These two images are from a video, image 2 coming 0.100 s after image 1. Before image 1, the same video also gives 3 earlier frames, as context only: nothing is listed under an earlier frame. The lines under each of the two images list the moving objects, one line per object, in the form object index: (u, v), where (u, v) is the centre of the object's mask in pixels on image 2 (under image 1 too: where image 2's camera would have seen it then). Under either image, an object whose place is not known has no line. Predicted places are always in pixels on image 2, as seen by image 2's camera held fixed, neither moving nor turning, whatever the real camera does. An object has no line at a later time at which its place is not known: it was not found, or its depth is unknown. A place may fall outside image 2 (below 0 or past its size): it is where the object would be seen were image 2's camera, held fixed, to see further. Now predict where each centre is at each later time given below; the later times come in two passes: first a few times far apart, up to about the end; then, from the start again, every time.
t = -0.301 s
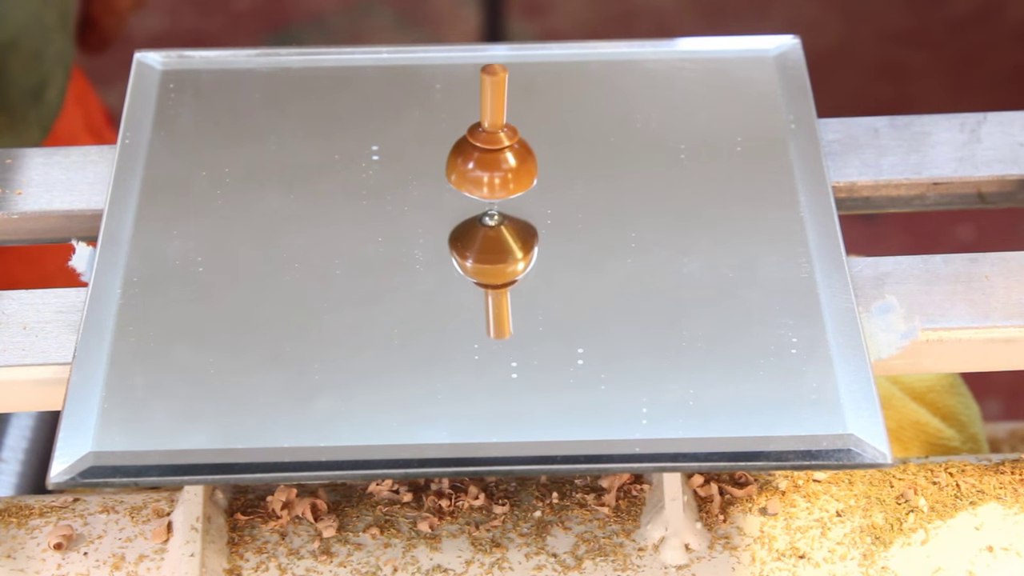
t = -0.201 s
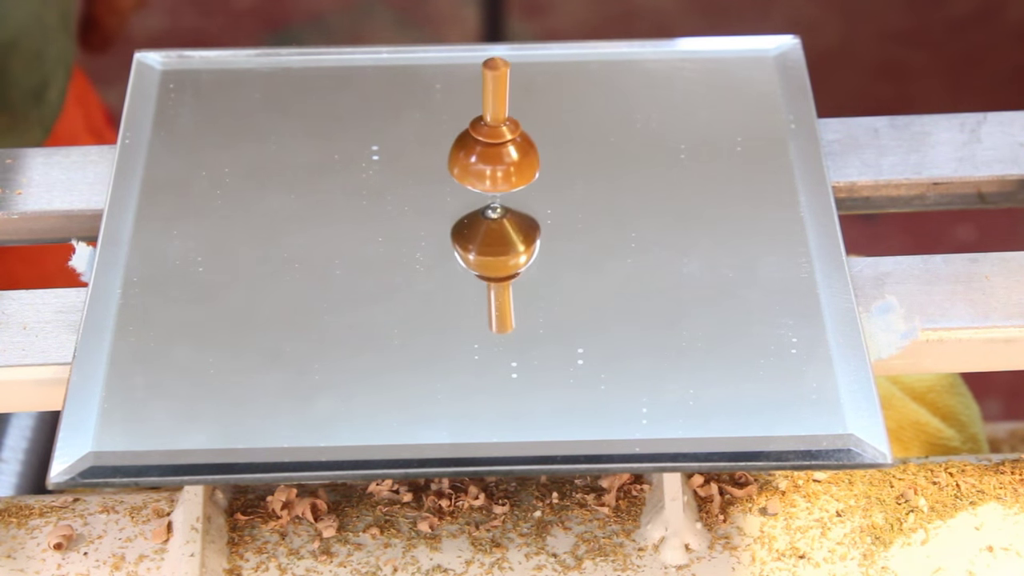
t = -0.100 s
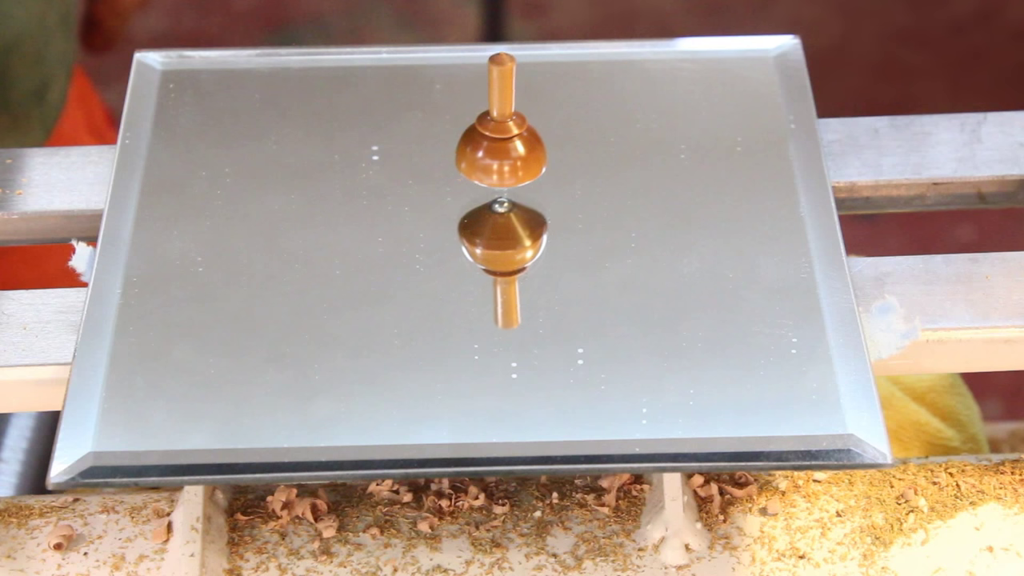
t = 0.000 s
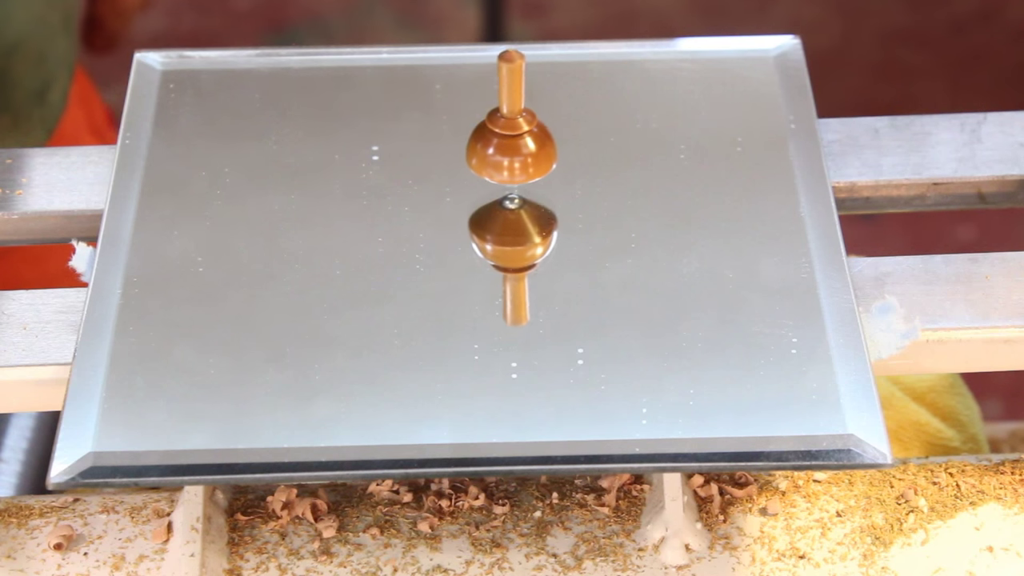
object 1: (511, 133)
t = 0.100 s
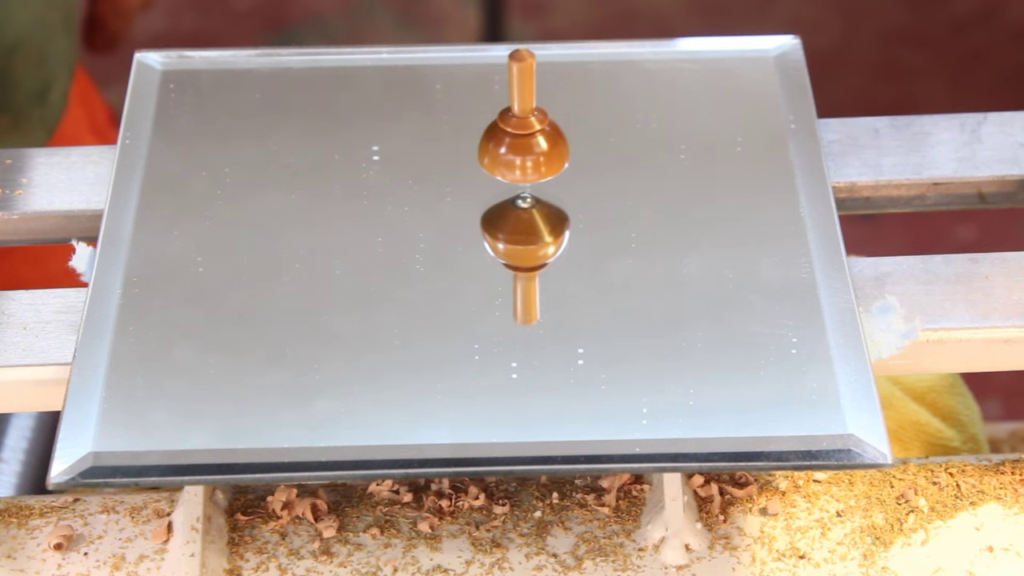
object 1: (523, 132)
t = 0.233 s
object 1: (538, 135)
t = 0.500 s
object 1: (553, 151)
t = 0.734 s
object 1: (538, 167)
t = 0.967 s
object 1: (508, 172)
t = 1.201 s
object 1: (483, 163)
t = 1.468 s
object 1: (482, 147)
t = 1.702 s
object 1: (504, 141)
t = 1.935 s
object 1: (527, 147)
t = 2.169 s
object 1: (532, 162)
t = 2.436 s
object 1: (510, 176)
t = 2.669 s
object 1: (481, 176)
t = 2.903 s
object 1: (465, 166)
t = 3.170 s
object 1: (475, 153)
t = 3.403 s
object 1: (497, 152)
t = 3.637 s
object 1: (511, 162)
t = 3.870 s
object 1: (505, 176)
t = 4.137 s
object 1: (476, 184)
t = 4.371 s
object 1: (453, 179)
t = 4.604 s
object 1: (448, 168)
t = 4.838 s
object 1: (463, 161)
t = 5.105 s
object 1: (484, 166)
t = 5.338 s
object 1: (486, 179)
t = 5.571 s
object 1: (470, 190)
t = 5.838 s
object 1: (442, 190)
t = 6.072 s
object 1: (432, 180)
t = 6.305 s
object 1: (441, 172)
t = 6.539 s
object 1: (459, 173)
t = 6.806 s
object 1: (468, 184)
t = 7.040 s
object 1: (456, 195)
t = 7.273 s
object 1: (434, 198)
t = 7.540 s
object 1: (419, 190)
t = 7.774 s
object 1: (423, 182)
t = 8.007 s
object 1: (437, 181)
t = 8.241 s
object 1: (446, 188)
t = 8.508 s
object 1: (438, 200)
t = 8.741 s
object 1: (421, 205)
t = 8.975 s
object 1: (408, 201)
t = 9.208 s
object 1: (409, 195)
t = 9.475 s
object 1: (420, 194)
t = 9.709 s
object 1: (425, 200)
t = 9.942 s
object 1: (418, 208)
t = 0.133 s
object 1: (527, 132)
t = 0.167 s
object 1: (531, 133)
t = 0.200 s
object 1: (535, 134)
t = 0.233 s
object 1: (538, 135)
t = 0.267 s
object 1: (541, 136)
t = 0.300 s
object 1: (545, 138)
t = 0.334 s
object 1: (547, 140)
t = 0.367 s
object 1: (549, 142)
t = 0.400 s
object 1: (551, 144)
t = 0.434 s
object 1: (552, 146)
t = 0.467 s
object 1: (553, 149)
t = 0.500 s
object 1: (553, 151)
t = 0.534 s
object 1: (552, 154)
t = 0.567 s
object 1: (551, 156)
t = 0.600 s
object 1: (550, 158)
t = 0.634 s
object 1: (548, 161)
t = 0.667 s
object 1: (545, 163)
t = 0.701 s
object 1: (542, 165)
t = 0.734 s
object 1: (538, 167)
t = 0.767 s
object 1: (535, 168)
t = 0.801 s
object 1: (531, 169)
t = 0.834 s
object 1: (526, 170)
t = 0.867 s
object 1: (522, 171)
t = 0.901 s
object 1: (517, 171)
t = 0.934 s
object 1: (513, 172)
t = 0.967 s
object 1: (508, 172)
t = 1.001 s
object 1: (503, 171)
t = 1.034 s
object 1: (499, 170)
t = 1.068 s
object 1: (495, 169)
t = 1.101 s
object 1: (492, 168)
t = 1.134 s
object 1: (488, 167)
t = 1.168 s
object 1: (485, 165)
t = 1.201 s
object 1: (483, 163)
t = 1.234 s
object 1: (481, 161)
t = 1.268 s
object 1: (480, 159)
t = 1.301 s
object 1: (479, 157)
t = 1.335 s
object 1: (478, 155)
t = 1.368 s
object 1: (479, 153)
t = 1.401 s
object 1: (480, 151)
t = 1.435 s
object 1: (481, 149)
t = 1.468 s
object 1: (482, 147)
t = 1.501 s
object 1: (485, 146)
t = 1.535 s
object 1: (487, 144)
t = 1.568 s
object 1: (490, 143)
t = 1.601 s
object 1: (493, 142)
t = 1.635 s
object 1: (497, 141)
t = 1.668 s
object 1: (500, 141)
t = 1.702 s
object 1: (504, 141)
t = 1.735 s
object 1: (508, 141)
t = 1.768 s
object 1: (511, 141)
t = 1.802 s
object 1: (515, 142)
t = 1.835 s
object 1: (518, 143)
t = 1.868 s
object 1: (521, 144)
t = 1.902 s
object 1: (524, 145)
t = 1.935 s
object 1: (527, 147)
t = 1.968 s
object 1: (529, 148)
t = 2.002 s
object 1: (531, 150)
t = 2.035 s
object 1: (532, 152)
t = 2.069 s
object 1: (533, 154)
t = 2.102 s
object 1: (533, 157)
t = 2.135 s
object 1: (533, 159)
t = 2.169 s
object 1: (532, 162)
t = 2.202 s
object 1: (531, 164)
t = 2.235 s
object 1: (529, 166)
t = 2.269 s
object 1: (527, 168)
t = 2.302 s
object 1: (524, 170)
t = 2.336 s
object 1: (521, 172)
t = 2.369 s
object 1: (518, 173)
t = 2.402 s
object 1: (514, 175)
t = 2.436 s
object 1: (510, 176)
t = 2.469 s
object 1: (506, 177)
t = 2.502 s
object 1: (502, 177)
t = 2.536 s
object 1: (497, 178)
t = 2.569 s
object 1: (493, 178)
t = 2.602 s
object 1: (489, 177)
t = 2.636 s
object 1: (485, 177)
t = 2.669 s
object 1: (481, 176)
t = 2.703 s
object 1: (478, 175)
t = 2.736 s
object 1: (475, 174)
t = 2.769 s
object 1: (472, 172)
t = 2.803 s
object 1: (469, 171)
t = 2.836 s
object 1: (468, 169)
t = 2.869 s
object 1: (466, 167)
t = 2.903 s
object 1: (465, 166)
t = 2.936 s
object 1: (465, 164)
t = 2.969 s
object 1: (465, 162)
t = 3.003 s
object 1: (465, 160)
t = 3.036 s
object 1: (467, 158)
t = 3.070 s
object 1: (468, 157)
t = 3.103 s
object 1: (470, 155)
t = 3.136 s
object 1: (472, 154)
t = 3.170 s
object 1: (475, 153)
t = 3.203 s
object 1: (478, 152)
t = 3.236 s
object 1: (481, 152)
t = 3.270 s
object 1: (484, 151)
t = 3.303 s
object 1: (487, 151)
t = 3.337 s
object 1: (491, 151)
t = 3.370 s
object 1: (494, 151)
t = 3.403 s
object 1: (497, 152)
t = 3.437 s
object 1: (500, 153)
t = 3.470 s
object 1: (503, 154)
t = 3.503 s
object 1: (505, 156)
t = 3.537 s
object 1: (507, 157)
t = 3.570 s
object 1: (509, 159)
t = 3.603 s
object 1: (510, 160)
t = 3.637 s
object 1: (511, 162)
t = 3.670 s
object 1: (512, 164)
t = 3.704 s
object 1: (512, 167)
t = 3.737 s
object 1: (511, 169)
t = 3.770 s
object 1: (510, 171)
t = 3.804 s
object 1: (509, 173)
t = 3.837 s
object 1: (507, 175)
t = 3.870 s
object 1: (505, 176)
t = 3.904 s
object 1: (502, 178)
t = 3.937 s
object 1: (499, 180)
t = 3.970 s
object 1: (496, 181)
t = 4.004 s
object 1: (492, 182)
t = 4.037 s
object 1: (488, 183)
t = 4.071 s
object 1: (484, 184)
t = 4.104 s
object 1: (480, 184)
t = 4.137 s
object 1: (476, 184)
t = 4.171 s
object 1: (472, 184)
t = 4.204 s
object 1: (468, 184)
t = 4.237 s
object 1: (465, 184)
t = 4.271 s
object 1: (462, 183)
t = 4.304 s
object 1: (458, 182)
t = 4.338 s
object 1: (455, 181)
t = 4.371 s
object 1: (453, 179)
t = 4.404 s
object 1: (451, 178)
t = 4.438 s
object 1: (449, 176)
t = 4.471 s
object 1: (448, 175)
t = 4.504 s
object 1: (448, 173)
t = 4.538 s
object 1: (448, 171)
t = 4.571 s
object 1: (448, 170)
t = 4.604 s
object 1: (448, 168)
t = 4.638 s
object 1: (449, 167)
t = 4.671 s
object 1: (451, 165)
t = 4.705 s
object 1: (453, 164)
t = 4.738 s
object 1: (455, 163)
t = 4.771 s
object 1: (458, 162)
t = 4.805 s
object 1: (460, 162)
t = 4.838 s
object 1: (463, 161)
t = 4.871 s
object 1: (466, 161)
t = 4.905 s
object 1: (469, 161)
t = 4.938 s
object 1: (472, 162)
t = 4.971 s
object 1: (474, 162)
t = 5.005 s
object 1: (477, 163)
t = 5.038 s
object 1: (480, 164)
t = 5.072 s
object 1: (482, 165)
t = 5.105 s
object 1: (484, 166)
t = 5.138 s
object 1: (485, 168)
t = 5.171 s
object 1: (487, 169)
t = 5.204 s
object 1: (487, 171)
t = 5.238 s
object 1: (488, 173)
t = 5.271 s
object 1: (488, 175)
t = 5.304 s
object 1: (487, 177)
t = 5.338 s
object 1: (486, 179)
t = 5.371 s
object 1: (485, 181)
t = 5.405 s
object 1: (483, 183)
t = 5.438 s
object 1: (481, 184)
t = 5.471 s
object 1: (478, 186)
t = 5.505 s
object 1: (476, 187)
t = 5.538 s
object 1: (473, 188)
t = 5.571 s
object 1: (470, 190)
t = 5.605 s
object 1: (466, 190)
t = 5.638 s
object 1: (463, 191)
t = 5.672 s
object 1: (459, 191)
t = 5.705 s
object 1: (455, 191)
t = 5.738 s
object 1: (452, 191)
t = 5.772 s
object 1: (449, 191)
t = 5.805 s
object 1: (446, 190)
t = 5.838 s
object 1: (442, 190)
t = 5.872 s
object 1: (440, 189)
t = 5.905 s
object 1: (438, 188)
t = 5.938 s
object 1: (436, 186)
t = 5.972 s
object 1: (434, 185)
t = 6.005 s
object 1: (433, 184)
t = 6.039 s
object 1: (432, 182)
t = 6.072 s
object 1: (432, 180)
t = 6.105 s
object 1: (432, 179)
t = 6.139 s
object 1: (433, 177)
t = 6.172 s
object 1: (434, 176)
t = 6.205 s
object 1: (435, 175)
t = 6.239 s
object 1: (437, 174)
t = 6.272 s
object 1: (439, 173)
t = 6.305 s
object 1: (441, 172)
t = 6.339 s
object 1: (444, 172)
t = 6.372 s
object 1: (446, 171)
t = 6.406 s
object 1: (449, 171)
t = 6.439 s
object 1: (452, 171)
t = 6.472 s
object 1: (454, 172)
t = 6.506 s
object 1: (456, 172)
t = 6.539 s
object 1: (459, 173)
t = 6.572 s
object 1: (461, 174)
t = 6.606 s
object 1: (463, 175)
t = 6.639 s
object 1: (465, 176)
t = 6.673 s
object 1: (466, 177)
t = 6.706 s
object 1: (467, 179)
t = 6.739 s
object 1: (468, 181)
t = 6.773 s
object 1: (468, 182)
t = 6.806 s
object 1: (468, 184)
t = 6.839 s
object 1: (467, 186)
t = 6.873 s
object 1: (466, 188)
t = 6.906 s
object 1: (465, 189)
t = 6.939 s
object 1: (464, 191)
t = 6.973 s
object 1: (461, 192)
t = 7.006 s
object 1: (459, 194)
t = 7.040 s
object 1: (456, 195)
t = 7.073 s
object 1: (454, 196)
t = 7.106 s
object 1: (450, 197)
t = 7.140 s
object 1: (447, 198)
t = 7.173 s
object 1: (444, 198)
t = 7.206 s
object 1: (441, 198)
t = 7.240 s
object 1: (437, 198)
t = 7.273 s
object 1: (434, 198)
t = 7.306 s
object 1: (431, 198)
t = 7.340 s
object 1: (429, 197)
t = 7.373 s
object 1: (426, 196)
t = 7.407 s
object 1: (424, 195)
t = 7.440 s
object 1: (422, 194)
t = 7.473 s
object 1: (420, 193)
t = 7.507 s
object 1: (419, 191)
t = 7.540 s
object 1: (419, 190)
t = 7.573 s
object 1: (418, 189)
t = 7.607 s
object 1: (418, 187)
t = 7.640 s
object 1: (418, 186)
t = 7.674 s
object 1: (419, 184)
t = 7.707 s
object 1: (420, 183)
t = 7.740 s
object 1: (422, 182)
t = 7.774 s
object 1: (423, 182)
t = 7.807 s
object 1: (425, 181)
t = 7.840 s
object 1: (427, 181)
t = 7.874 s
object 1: (429, 180)
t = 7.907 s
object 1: (431, 180)
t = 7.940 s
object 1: (433, 180)
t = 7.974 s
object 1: (435, 180)
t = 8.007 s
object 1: (437, 181)
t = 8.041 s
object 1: (439, 181)
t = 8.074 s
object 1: (441, 182)
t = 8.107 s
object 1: (443, 183)
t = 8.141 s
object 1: (444, 184)
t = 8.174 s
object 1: (445, 186)
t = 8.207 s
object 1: (446, 187)
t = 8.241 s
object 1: (446, 188)
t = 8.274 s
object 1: (447, 190)
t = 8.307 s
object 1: (446, 192)
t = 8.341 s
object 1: (446, 193)
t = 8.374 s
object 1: (445, 195)
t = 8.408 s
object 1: (444, 196)
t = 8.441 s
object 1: (442, 198)
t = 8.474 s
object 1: (441, 199)
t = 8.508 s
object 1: (438, 200)
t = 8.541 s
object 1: (436, 201)
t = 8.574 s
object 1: (434, 202)
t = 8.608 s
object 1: (431, 203)
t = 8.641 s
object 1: (429, 203)
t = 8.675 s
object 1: (426, 204)
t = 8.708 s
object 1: (423, 204)
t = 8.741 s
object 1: (421, 205)
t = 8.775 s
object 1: (418, 204)
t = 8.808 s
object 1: (416, 204)
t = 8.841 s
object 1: (414, 204)
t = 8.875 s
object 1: (413, 203)
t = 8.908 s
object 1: (411, 203)
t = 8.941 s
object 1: (409, 202)
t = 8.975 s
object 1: (408, 201)
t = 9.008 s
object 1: (407, 200)
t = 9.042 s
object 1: (407, 199)
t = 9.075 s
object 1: (407, 198)
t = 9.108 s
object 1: (407, 197)
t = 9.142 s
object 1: (407, 196)
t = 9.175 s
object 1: (408, 195)
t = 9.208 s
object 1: (409, 195)
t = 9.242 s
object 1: (410, 194)
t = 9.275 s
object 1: (411, 194)
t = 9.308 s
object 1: (412, 193)
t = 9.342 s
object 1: (414, 193)
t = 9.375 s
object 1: (416, 193)
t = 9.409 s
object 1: (417, 193)
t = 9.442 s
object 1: (419, 193)
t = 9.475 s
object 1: (420, 194)
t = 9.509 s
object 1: (422, 194)
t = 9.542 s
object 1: (423, 195)
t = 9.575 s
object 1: (424, 196)
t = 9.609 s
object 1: (425, 197)
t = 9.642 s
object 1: (425, 198)
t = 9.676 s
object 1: (425, 199)
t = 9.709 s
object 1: (425, 200)
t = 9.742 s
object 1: (425, 201)
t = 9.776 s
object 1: (425, 203)
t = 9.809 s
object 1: (424, 204)
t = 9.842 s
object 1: (423, 205)
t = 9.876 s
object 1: (421, 206)
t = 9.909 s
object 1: (420, 207)
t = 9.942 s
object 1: (418, 208)
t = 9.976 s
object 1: (416, 209)
